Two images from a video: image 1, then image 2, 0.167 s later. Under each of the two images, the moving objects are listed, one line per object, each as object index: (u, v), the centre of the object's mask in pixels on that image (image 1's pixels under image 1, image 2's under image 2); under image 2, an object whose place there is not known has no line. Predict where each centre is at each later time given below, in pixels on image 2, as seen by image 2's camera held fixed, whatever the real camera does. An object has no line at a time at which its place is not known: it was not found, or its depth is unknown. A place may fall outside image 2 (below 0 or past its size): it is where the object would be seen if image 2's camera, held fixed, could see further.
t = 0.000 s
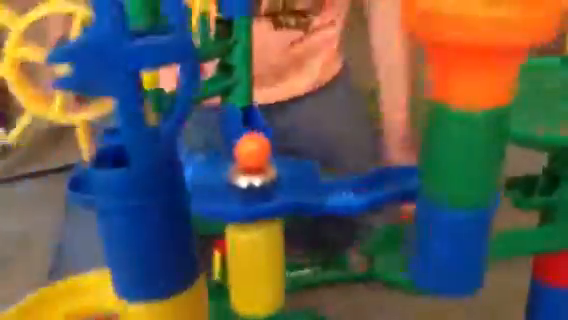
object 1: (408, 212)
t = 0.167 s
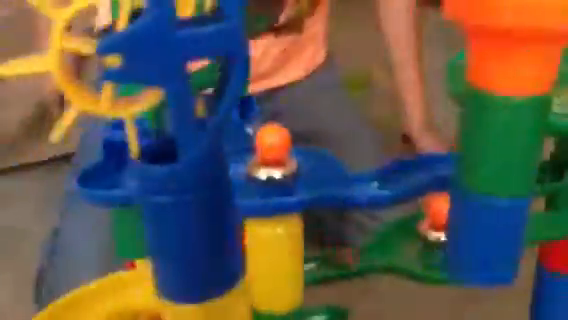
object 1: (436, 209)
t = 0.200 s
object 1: (437, 209)
